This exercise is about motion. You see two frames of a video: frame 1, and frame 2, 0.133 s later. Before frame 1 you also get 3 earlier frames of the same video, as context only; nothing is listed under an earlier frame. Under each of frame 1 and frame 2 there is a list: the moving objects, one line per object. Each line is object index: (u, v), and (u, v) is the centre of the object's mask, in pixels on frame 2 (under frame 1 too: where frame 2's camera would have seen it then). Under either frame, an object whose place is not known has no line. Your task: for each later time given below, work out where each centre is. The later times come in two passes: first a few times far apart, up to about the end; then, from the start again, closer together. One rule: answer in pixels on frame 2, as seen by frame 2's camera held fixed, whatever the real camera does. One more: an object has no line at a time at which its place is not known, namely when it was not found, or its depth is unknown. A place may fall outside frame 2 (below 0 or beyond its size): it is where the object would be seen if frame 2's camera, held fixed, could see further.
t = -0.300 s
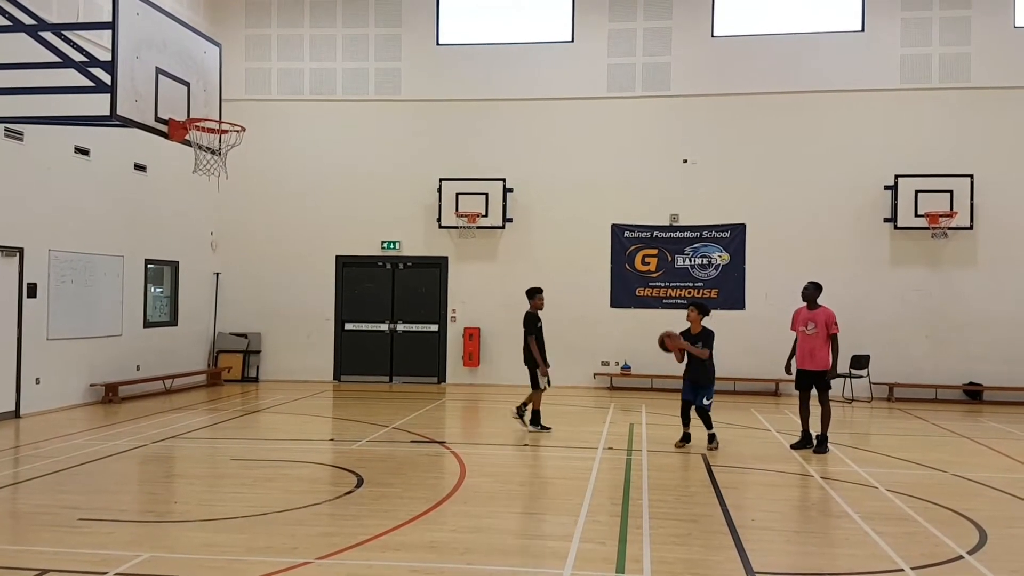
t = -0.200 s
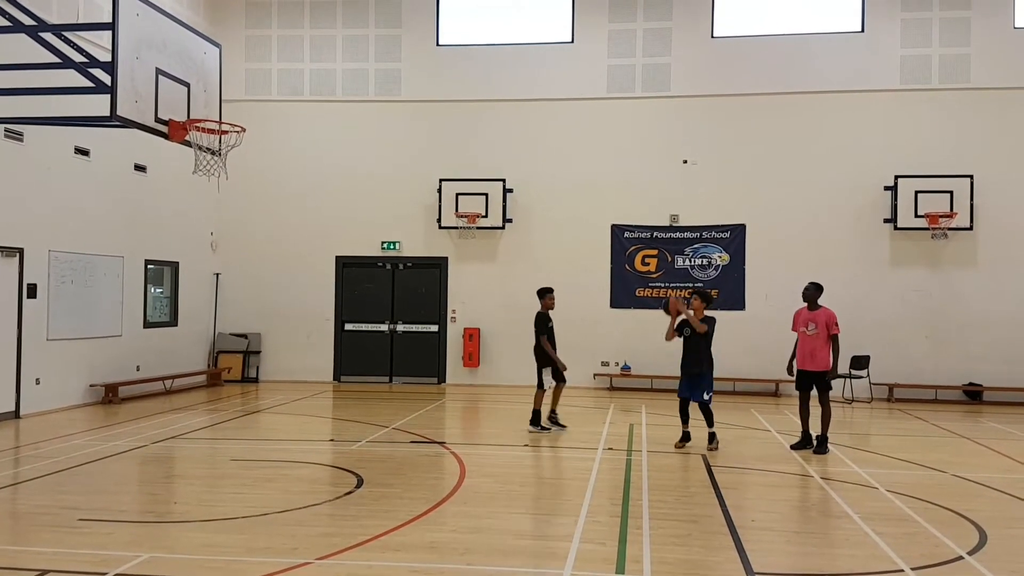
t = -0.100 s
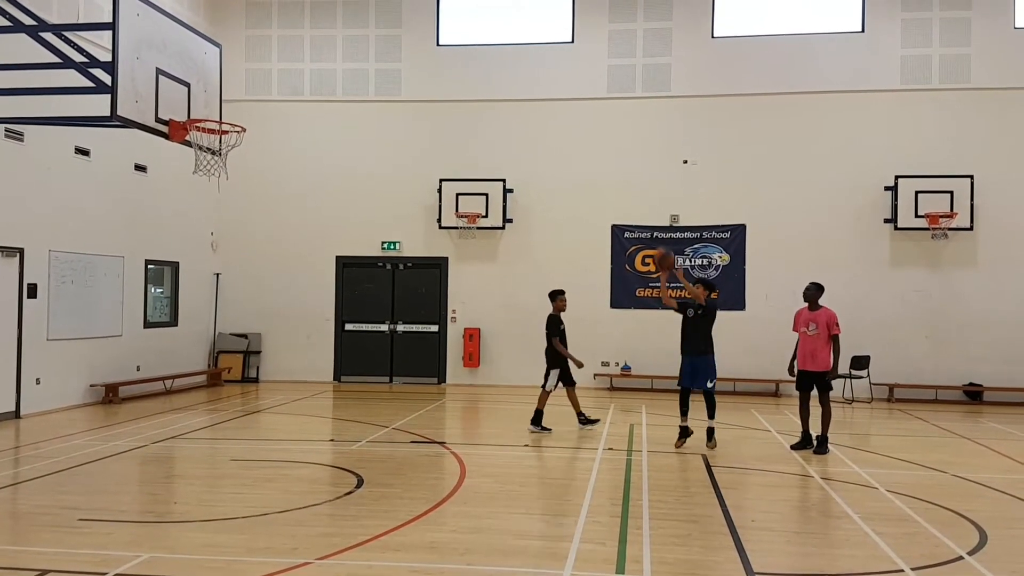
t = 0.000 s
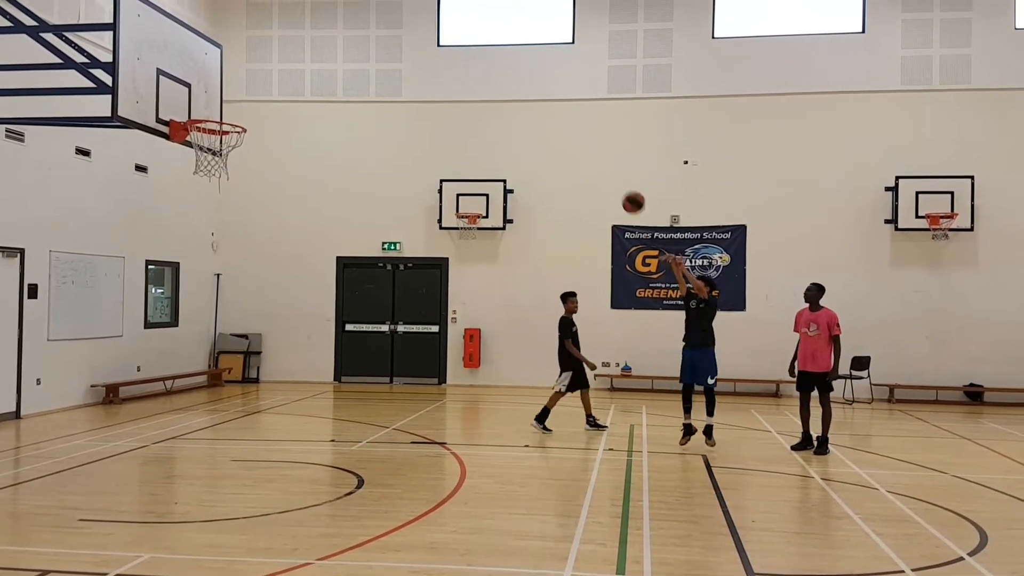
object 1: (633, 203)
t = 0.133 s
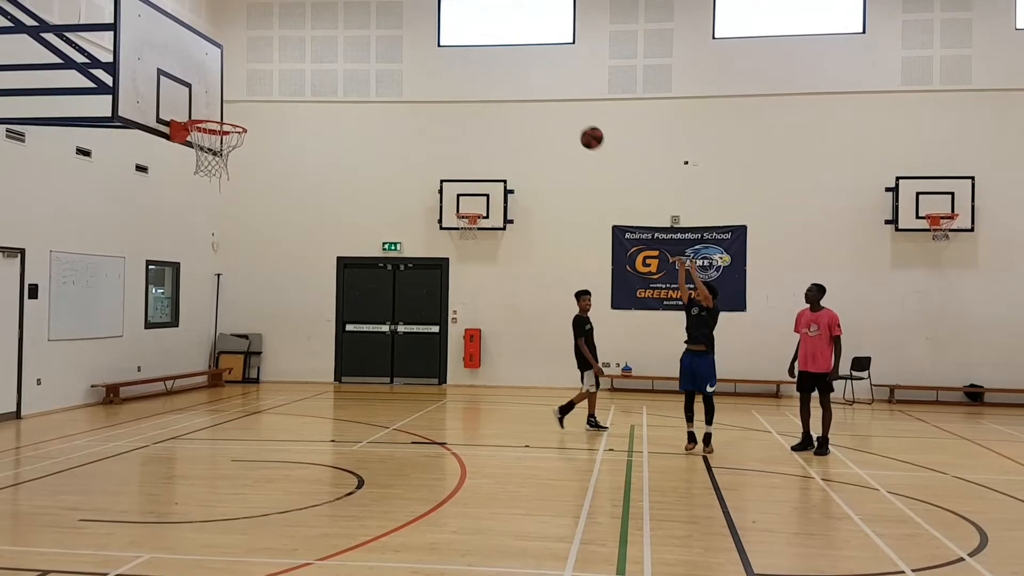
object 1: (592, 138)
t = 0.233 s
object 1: (559, 98)
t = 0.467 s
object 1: (477, 37)
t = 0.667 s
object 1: (401, 24)
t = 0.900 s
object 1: (303, 63)
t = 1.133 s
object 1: (207, 124)
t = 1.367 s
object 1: (228, 154)
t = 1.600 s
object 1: (221, 200)
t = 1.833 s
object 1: (212, 300)
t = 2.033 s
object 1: (202, 431)
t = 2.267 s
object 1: (191, 370)
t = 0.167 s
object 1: (581, 124)
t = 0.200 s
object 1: (570, 111)
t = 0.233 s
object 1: (559, 98)
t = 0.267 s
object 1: (547, 87)
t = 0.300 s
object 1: (536, 76)
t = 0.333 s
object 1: (525, 66)
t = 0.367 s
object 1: (513, 57)
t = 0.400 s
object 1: (501, 50)
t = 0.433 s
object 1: (489, 43)
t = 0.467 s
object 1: (477, 37)
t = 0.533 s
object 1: (452, 28)
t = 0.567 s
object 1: (439, 25)
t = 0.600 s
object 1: (426, 24)
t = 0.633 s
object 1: (414, 23)
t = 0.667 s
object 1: (401, 24)
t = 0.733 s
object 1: (373, 29)
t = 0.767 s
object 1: (360, 33)
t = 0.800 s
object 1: (346, 38)
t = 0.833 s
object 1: (332, 45)
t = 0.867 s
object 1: (318, 53)
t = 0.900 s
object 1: (303, 63)
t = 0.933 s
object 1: (288, 74)
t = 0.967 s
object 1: (273, 87)
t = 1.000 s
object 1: (258, 100)
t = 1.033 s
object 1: (242, 115)
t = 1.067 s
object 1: (231, 116)
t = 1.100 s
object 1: (219, 121)
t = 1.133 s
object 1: (207, 124)
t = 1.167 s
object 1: (206, 126)
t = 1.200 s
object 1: (213, 127)
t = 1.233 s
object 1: (220, 129)
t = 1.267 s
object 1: (223, 134)
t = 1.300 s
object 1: (225, 140)
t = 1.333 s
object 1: (227, 147)
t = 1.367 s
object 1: (228, 154)
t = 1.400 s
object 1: (228, 159)
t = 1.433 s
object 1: (227, 163)
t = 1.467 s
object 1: (226, 168)
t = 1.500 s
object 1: (225, 174)
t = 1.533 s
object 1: (224, 182)
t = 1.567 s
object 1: (222, 190)
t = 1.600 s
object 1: (221, 200)
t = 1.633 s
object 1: (220, 211)
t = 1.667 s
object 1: (219, 223)
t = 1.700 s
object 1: (218, 236)
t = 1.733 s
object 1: (217, 250)
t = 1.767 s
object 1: (215, 266)
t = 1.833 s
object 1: (212, 300)
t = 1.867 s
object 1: (211, 320)
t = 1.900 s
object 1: (209, 339)
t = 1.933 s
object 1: (208, 362)
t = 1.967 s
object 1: (207, 382)
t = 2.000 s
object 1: (203, 406)
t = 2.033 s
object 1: (202, 431)
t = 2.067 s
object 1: (200, 456)
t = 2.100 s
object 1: (198, 447)
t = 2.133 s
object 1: (197, 429)
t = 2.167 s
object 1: (195, 413)
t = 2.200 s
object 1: (194, 398)
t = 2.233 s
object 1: (192, 384)
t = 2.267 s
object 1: (191, 370)
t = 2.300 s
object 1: (189, 359)
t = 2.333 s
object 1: (187, 348)
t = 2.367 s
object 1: (186, 339)
